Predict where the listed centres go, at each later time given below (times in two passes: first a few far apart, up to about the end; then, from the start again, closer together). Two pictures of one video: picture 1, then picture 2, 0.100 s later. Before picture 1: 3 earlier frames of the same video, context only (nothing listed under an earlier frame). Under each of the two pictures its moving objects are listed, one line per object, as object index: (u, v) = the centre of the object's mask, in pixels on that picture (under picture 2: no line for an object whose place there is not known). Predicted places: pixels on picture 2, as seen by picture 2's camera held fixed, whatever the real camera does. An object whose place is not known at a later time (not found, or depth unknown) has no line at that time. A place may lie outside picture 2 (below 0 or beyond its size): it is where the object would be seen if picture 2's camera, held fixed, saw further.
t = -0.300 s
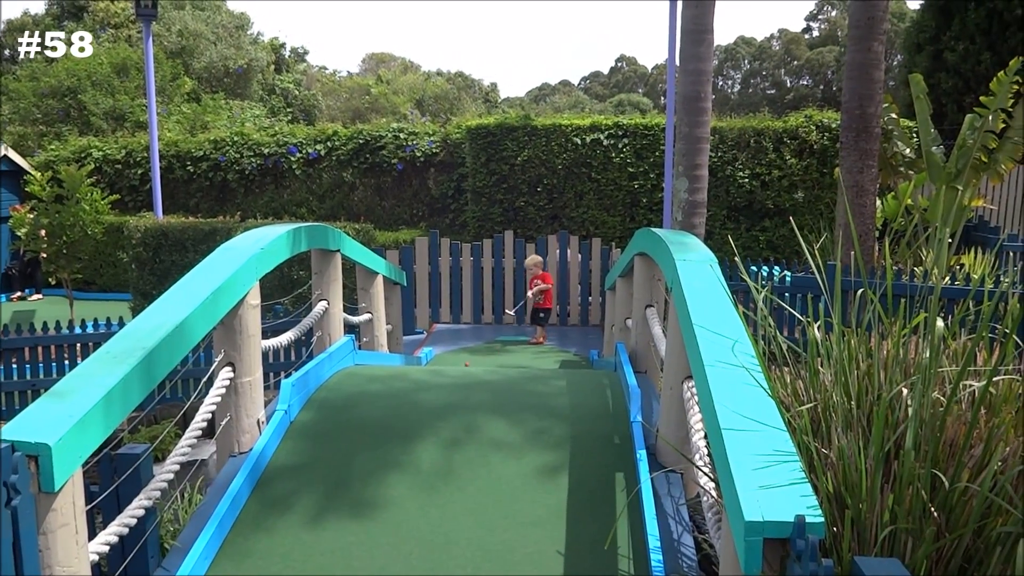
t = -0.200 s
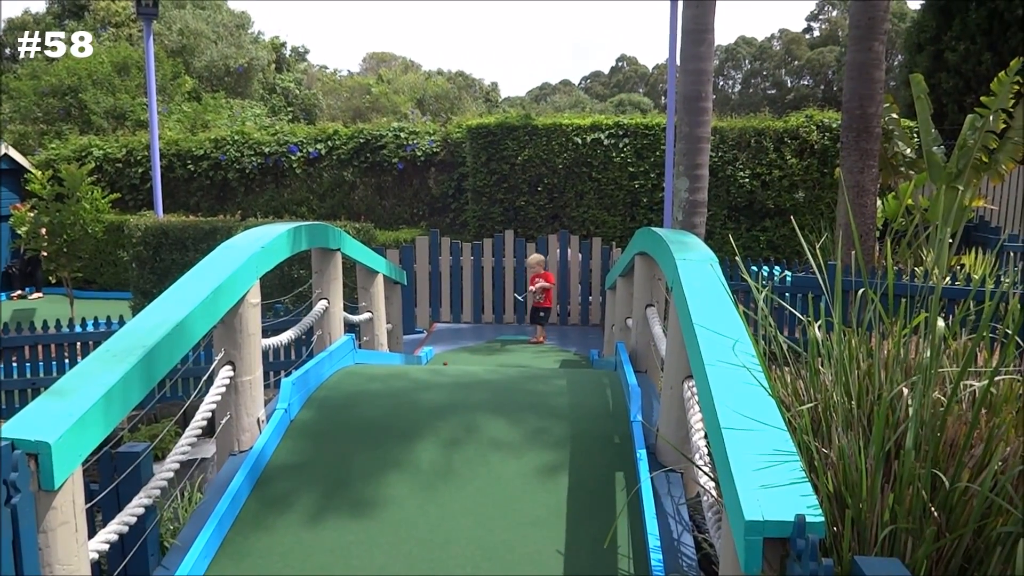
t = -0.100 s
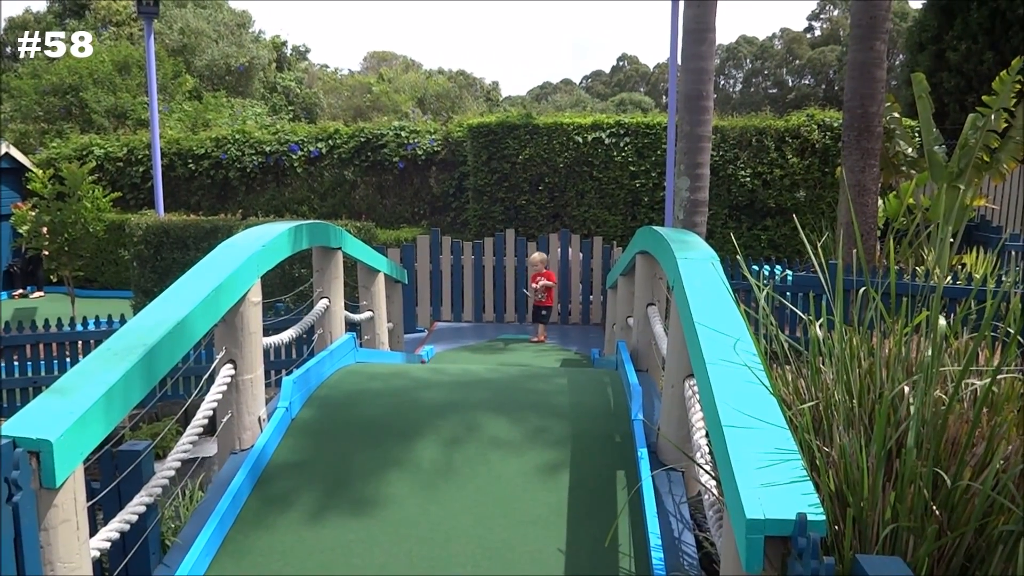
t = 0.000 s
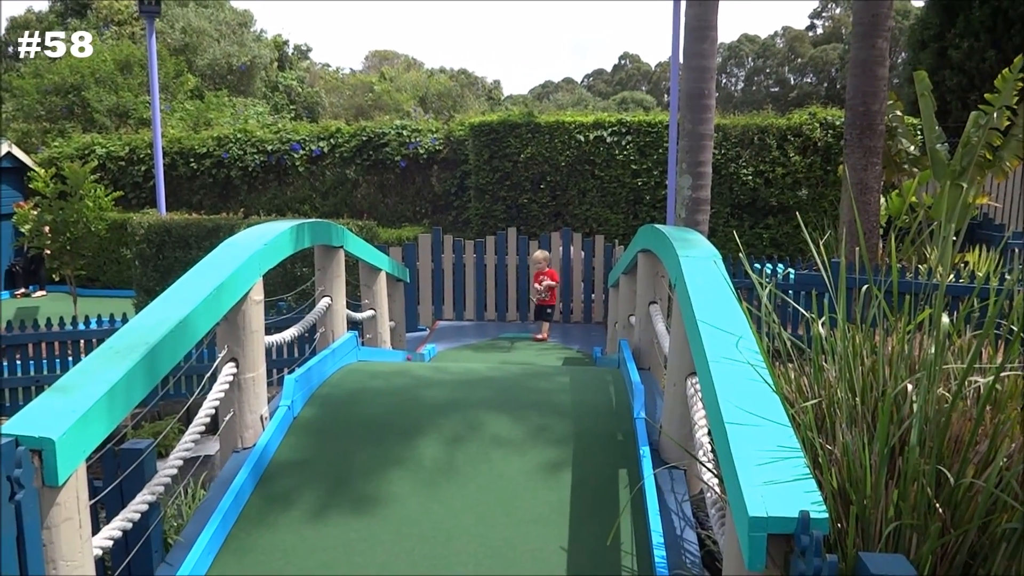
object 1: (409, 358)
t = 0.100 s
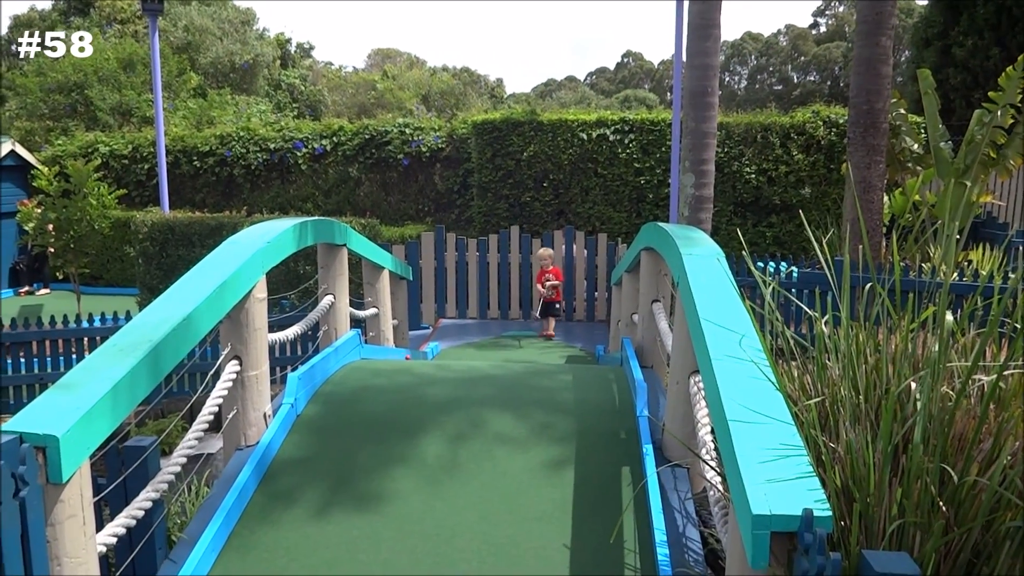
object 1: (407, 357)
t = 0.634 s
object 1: (366, 355)
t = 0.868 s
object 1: (364, 359)
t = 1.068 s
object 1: (362, 365)
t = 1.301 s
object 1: (361, 376)
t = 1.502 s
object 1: (361, 387)
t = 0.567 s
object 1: (371, 355)
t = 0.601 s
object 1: (368, 355)
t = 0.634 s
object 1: (366, 355)
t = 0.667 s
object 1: (366, 355)
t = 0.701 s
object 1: (365, 355)
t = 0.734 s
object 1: (365, 356)
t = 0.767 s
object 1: (365, 356)
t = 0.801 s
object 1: (364, 357)
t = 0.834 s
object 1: (364, 357)
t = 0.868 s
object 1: (364, 359)
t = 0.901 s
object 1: (363, 360)
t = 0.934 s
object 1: (363, 360)
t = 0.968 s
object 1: (363, 362)
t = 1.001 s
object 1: (363, 363)
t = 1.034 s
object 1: (362, 364)
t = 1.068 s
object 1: (362, 365)
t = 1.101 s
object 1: (362, 367)
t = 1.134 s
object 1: (362, 368)
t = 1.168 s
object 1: (362, 369)
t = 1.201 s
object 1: (362, 371)
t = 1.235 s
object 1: (362, 372)
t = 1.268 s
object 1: (362, 374)
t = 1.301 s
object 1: (361, 376)
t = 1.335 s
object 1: (361, 378)
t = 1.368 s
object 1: (361, 379)
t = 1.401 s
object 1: (361, 381)
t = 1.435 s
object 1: (361, 383)
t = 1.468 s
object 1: (361, 385)
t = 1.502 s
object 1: (361, 387)
